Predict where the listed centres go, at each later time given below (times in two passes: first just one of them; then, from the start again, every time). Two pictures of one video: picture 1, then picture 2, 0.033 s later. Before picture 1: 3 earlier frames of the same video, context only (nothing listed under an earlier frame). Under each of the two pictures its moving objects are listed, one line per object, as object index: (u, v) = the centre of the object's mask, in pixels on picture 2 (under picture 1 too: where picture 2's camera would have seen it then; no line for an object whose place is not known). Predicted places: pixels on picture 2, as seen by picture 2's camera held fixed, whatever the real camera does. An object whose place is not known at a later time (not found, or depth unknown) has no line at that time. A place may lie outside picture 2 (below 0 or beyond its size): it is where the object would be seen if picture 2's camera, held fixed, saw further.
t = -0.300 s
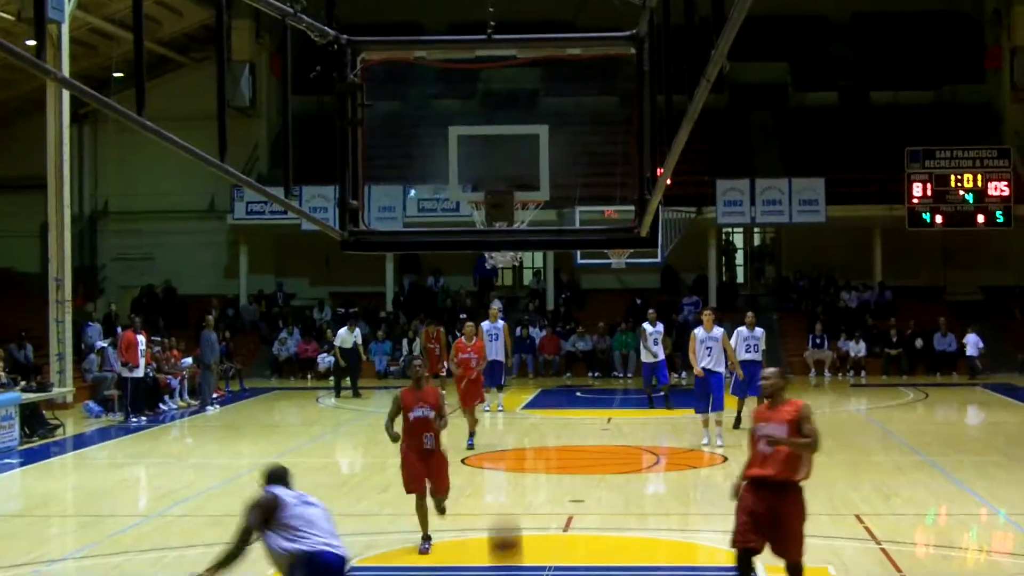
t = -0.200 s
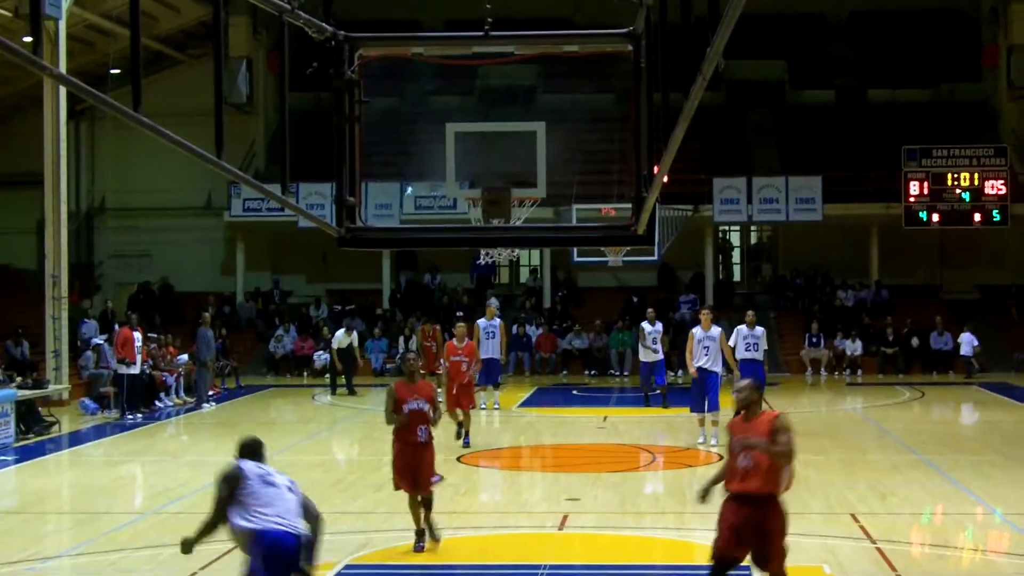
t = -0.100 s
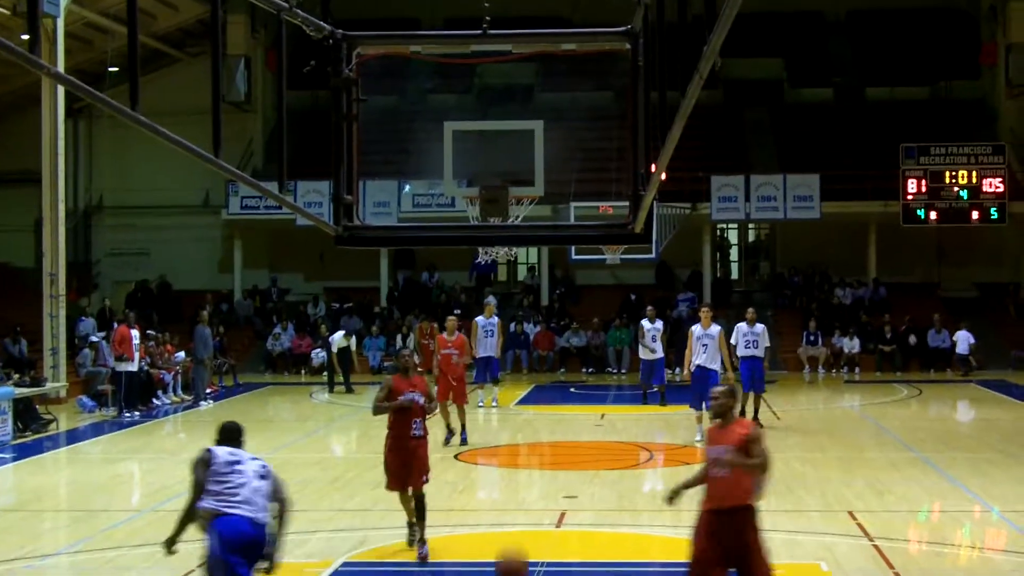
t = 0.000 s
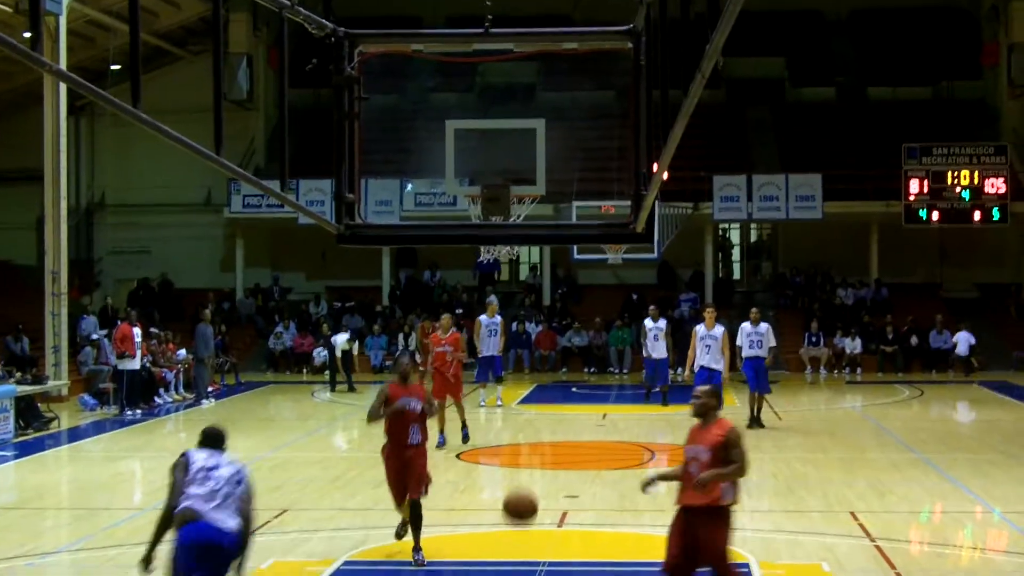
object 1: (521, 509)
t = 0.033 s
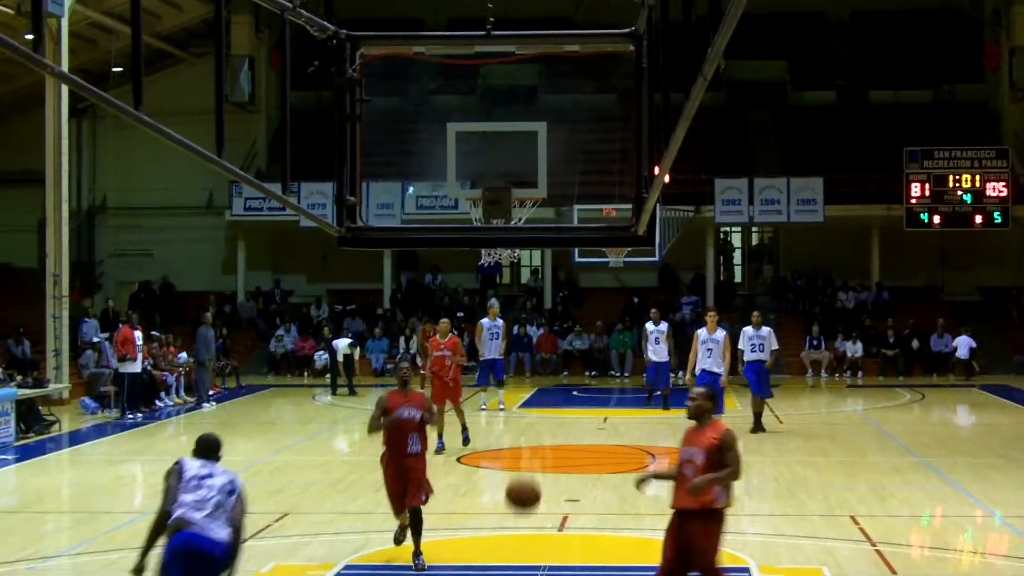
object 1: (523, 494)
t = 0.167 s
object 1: (532, 443)
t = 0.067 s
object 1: (526, 478)
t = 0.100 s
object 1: (528, 465)
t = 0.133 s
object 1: (531, 454)
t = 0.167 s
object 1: (532, 443)
